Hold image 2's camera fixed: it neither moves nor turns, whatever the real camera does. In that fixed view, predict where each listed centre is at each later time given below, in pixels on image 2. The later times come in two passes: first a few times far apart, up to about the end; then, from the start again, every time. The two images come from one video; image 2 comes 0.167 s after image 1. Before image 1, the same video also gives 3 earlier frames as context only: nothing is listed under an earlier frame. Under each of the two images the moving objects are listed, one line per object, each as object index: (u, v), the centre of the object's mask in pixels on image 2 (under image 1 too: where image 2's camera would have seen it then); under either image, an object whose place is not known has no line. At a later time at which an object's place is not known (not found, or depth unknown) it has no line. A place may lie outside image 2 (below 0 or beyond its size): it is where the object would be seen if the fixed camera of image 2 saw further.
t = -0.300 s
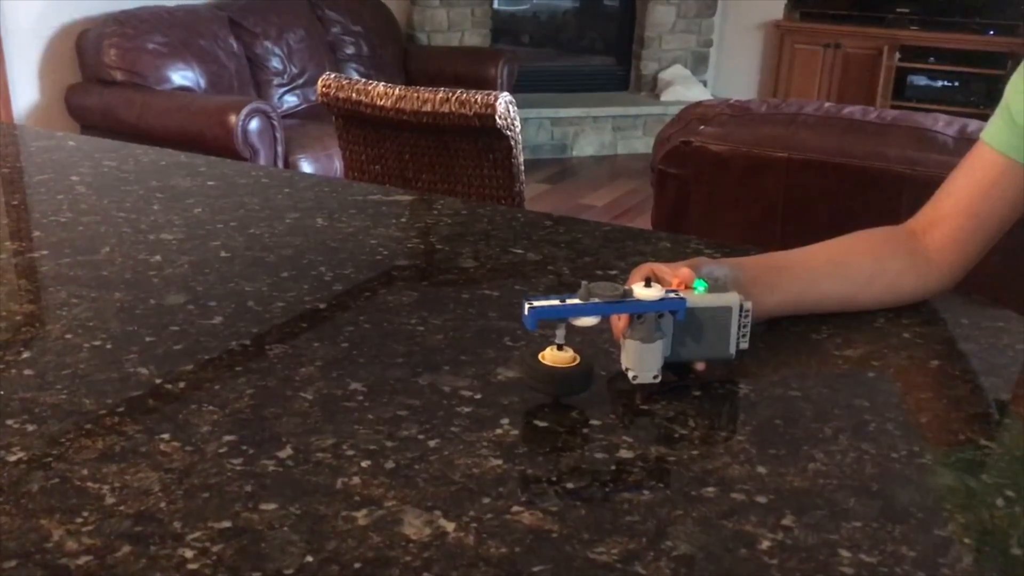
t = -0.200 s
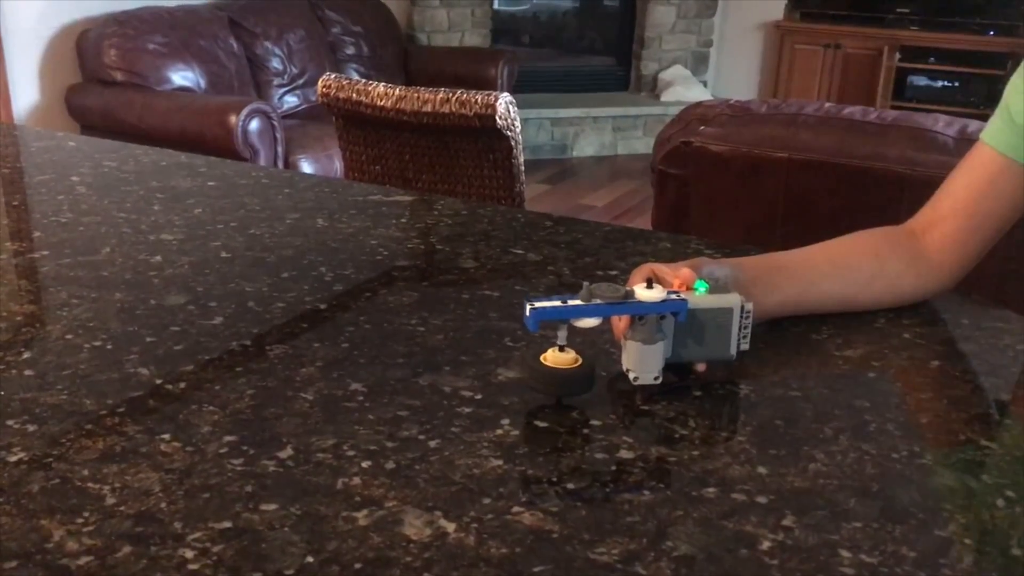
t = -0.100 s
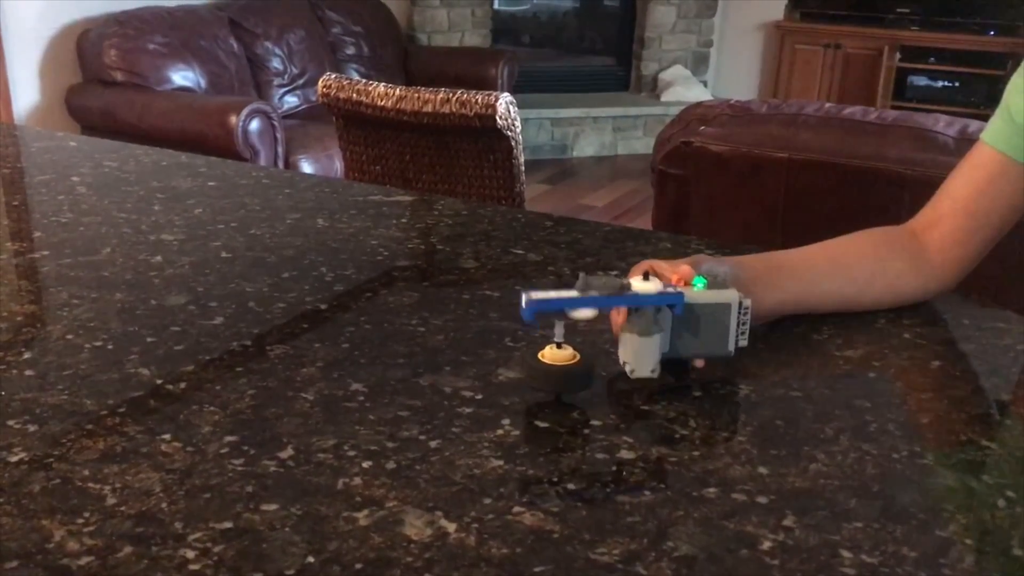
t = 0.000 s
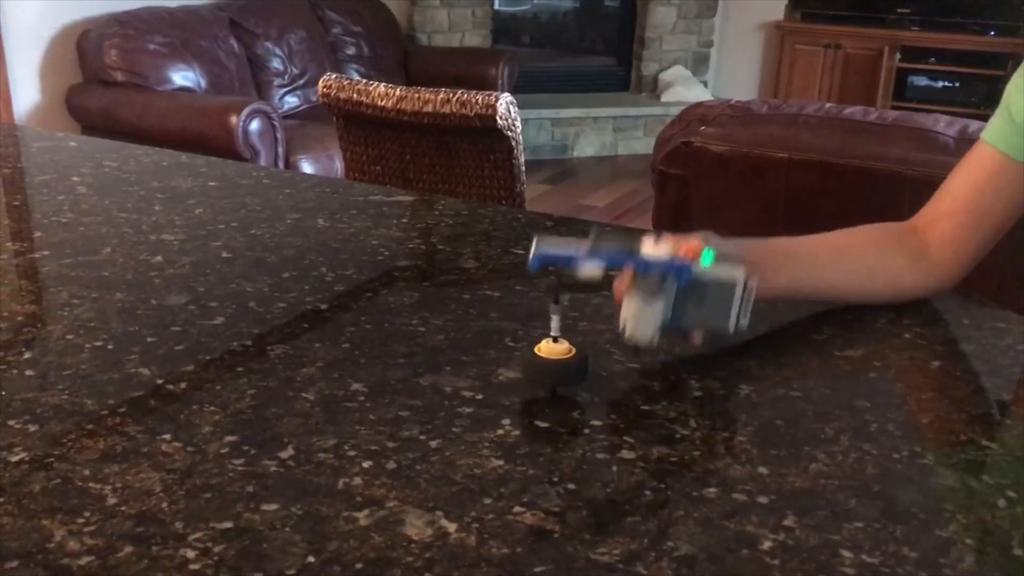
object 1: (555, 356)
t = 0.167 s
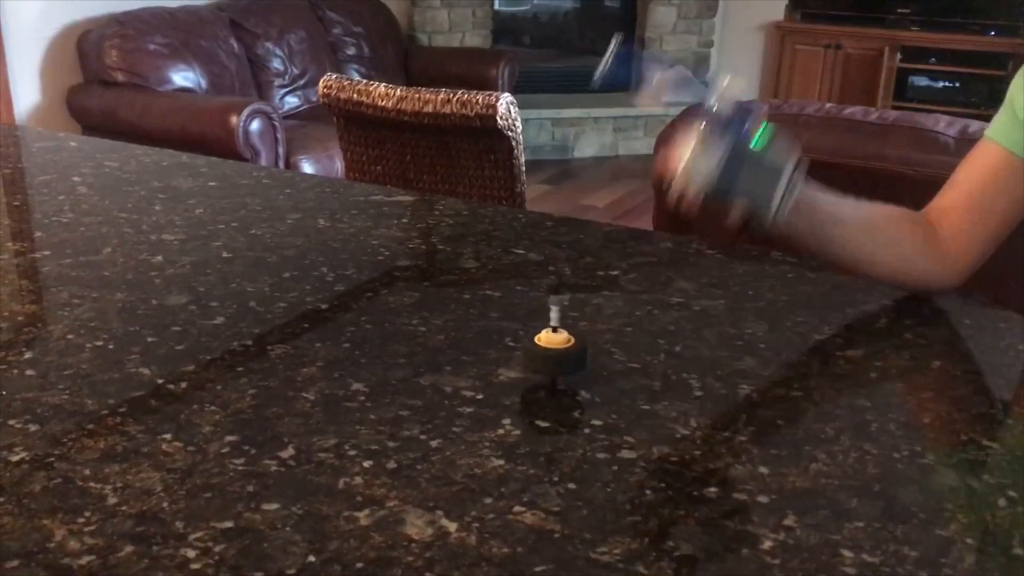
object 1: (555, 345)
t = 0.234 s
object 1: (554, 343)
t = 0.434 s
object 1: (553, 333)
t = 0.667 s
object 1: (549, 327)
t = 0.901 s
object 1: (542, 319)
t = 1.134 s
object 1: (530, 312)
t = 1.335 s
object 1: (519, 308)
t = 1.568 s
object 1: (506, 303)
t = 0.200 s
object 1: (555, 345)
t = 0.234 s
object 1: (554, 343)
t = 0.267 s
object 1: (553, 341)
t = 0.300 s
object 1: (553, 339)
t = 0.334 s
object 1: (553, 337)
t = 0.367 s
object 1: (553, 337)
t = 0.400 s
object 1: (553, 336)
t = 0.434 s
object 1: (553, 333)
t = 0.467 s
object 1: (553, 332)
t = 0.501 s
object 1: (552, 331)
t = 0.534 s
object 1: (552, 330)
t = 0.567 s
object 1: (551, 329)
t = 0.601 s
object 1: (551, 328)
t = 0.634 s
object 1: (551, 329)
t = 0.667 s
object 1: (549, 327)
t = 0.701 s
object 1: (547, 325)
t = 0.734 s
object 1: (546, 324)
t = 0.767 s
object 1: (545, 323)
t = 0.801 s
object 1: (545, 321)
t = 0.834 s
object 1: (544, 321)
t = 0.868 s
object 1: (543, 320)
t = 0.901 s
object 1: (542, 319)
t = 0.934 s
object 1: (540, 318)
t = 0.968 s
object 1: (539, 317)
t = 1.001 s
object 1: (537, 315)
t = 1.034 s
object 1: (535, 314)
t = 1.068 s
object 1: (534, 314)
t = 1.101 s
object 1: (532, 313)
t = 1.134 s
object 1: (530, 312)
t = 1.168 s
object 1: (529, 310)
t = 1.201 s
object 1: (527, 309)
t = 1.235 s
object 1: (526, 308)
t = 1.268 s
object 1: (524, 308)
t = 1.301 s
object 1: (521, 307)
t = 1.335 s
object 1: (519, 308)
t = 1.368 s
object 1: (517, 308)
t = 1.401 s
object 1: (515, 307)
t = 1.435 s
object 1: (513, 306)
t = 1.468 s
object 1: (511, 306)
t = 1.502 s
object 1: (510, 305)
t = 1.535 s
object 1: (507, 303)
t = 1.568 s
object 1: (506, 303)
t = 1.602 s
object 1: (504, 303)
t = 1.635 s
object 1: (501, 302)
